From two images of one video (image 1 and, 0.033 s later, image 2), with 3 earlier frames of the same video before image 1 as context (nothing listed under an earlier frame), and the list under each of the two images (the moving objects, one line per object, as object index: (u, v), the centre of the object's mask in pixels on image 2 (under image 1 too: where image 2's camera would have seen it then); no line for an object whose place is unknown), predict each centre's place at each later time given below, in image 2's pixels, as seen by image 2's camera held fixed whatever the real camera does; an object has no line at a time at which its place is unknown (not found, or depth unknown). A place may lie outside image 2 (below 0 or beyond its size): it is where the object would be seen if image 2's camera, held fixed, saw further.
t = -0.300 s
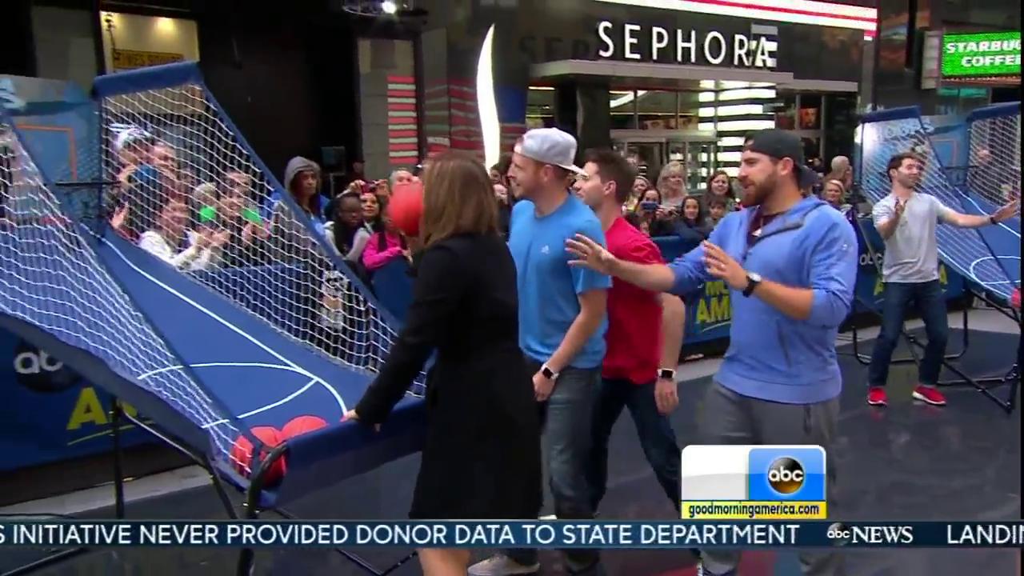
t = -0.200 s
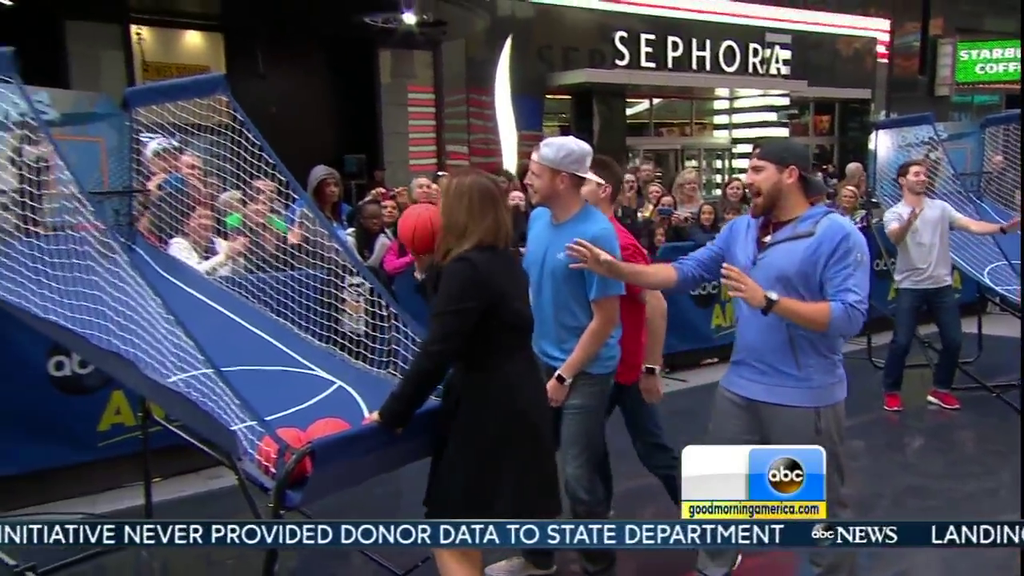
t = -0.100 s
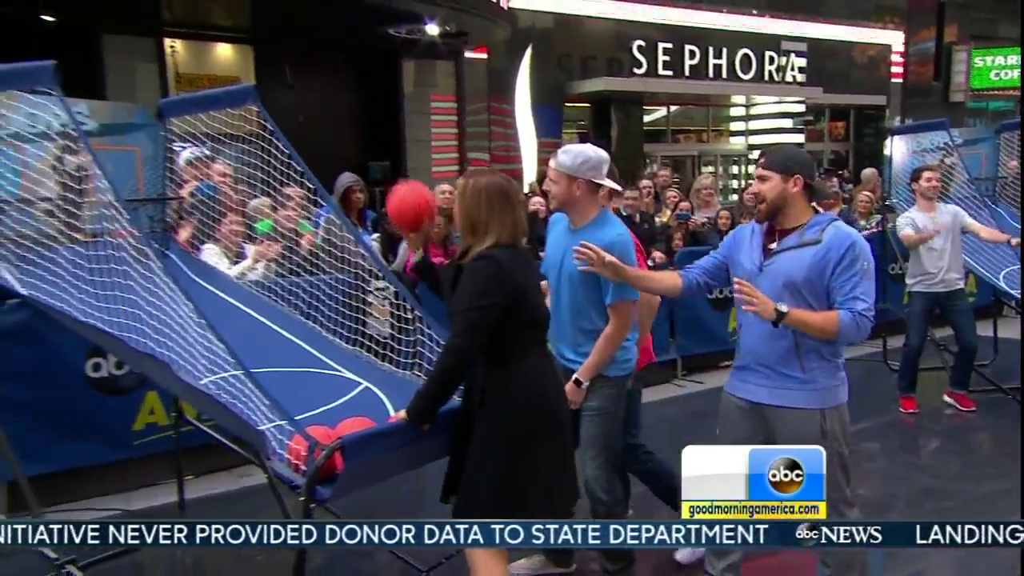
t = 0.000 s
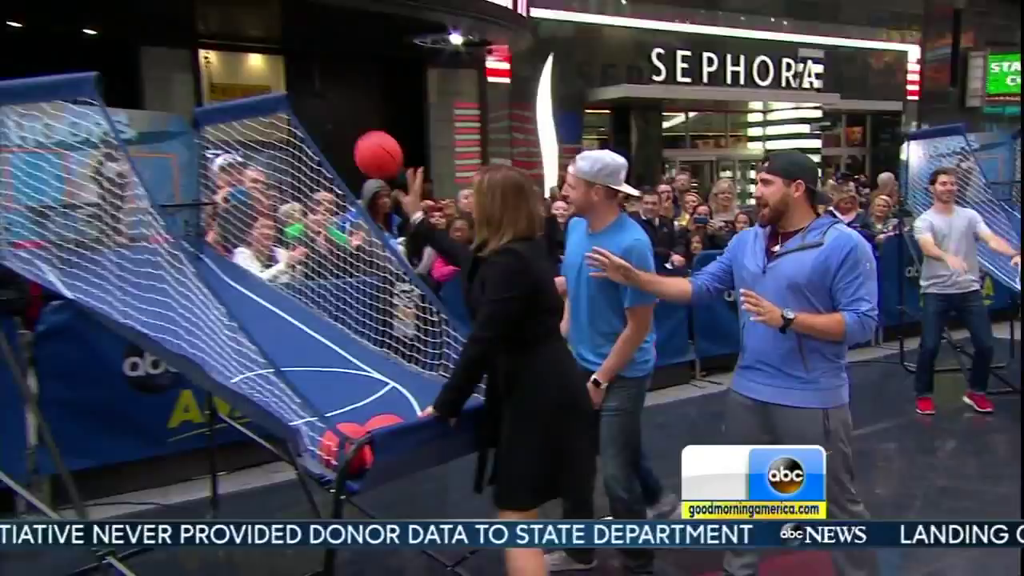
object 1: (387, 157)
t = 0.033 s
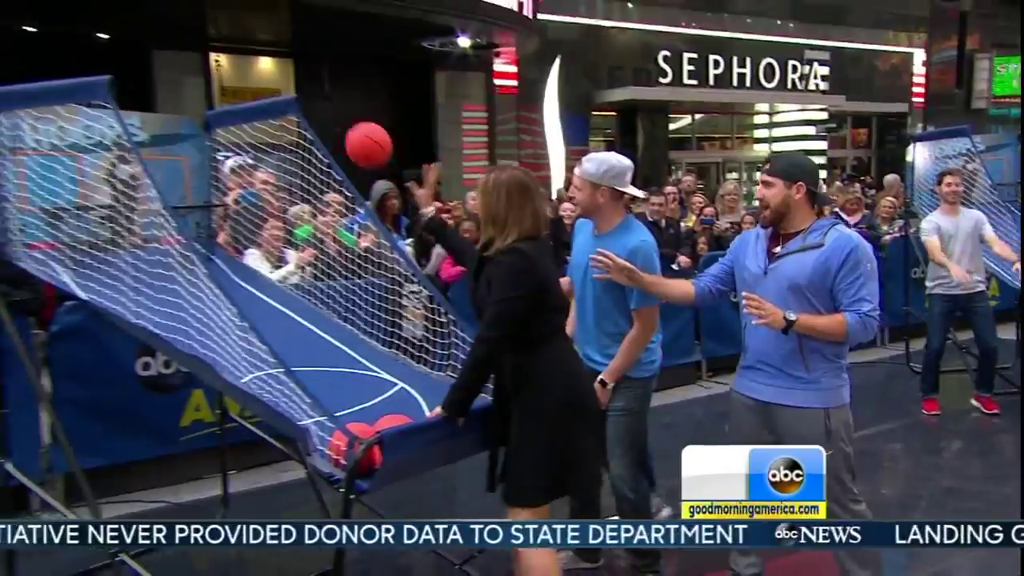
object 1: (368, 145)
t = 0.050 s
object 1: (359, 140)
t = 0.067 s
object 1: (351, 136)
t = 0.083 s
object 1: (343, 133)
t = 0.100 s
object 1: (334, 130)
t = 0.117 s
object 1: (325, 127)
